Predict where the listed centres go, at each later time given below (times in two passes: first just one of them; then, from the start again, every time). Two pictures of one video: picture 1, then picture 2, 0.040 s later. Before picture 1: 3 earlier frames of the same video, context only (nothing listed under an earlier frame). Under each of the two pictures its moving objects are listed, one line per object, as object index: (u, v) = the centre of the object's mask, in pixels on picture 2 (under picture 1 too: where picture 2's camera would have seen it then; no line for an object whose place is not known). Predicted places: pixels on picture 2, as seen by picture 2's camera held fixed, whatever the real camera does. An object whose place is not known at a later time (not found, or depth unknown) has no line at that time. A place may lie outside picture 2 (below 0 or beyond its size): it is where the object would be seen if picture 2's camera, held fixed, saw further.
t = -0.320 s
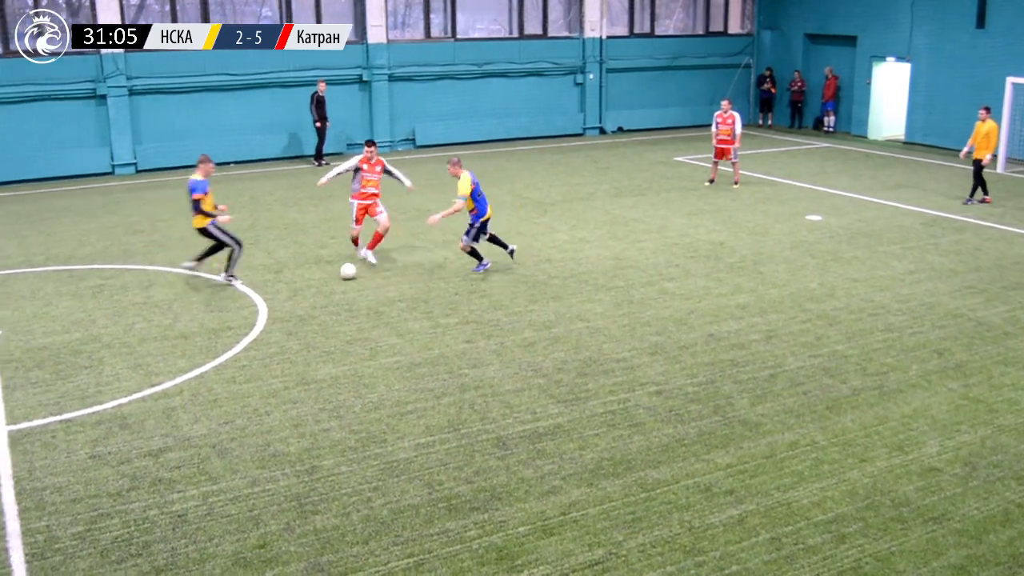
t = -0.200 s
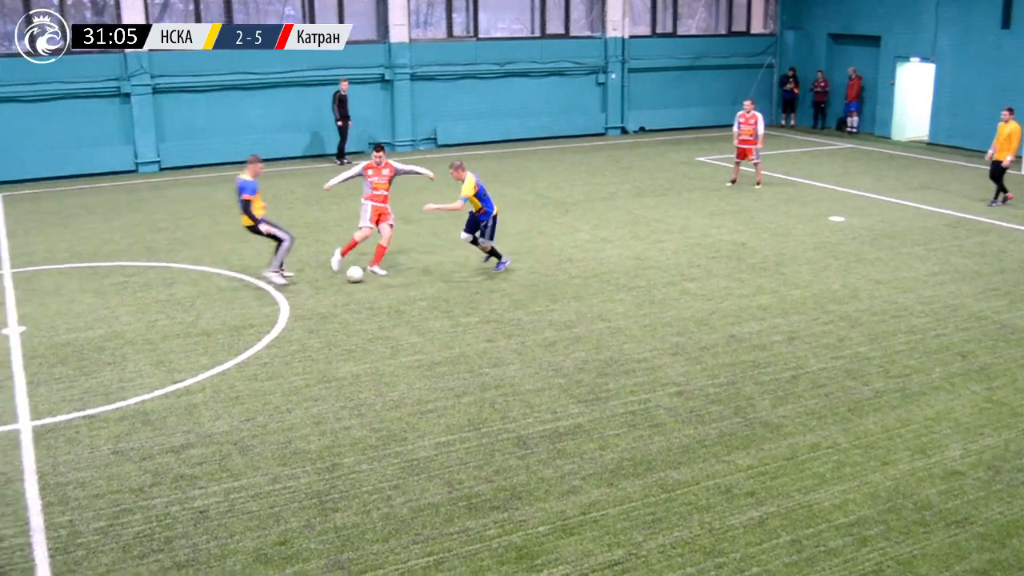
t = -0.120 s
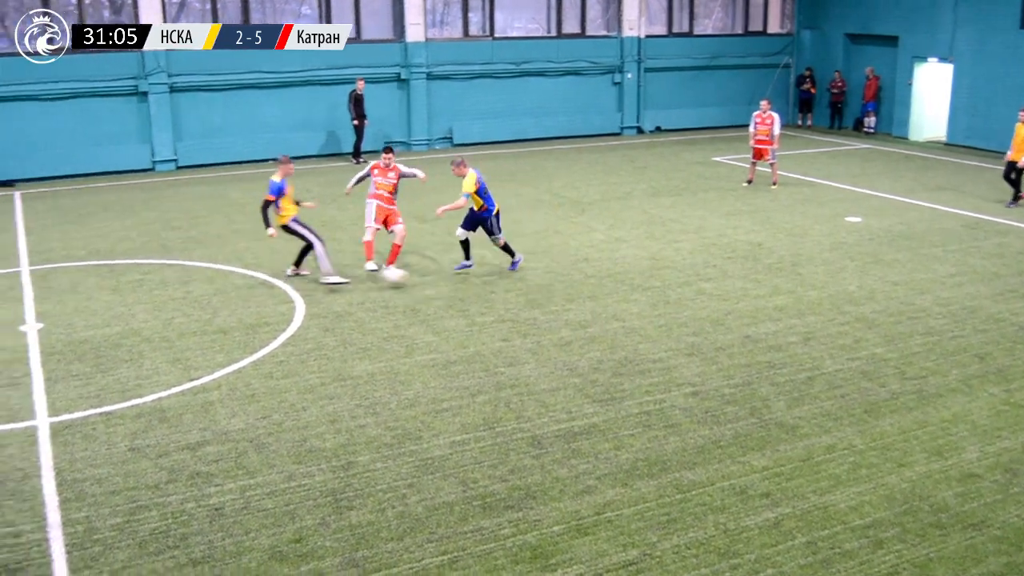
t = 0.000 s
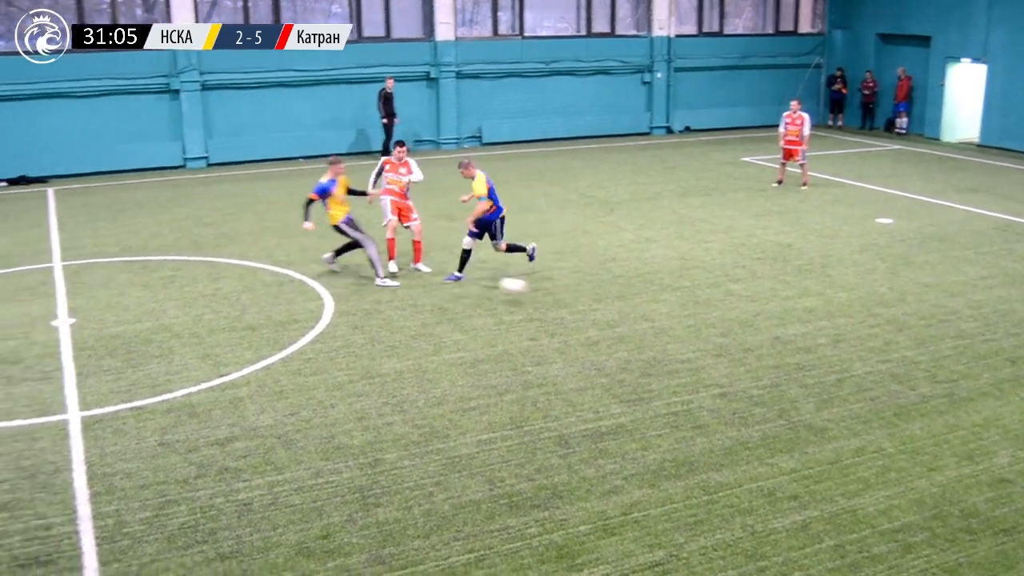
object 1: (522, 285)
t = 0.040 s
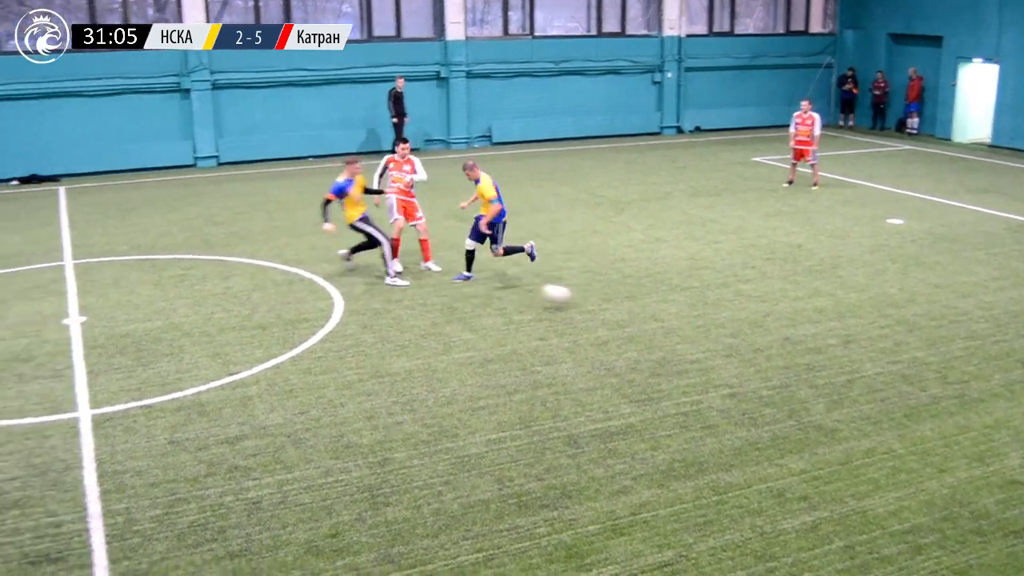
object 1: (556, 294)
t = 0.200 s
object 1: (691, 322)
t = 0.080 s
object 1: (590, 303)
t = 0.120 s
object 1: (625, 313)
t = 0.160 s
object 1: (658, 318)
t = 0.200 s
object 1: (691, 322)
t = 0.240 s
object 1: (724, 329)
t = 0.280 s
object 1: (758, 336)
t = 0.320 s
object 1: (792, 343)
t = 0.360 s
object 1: (824, 348)
